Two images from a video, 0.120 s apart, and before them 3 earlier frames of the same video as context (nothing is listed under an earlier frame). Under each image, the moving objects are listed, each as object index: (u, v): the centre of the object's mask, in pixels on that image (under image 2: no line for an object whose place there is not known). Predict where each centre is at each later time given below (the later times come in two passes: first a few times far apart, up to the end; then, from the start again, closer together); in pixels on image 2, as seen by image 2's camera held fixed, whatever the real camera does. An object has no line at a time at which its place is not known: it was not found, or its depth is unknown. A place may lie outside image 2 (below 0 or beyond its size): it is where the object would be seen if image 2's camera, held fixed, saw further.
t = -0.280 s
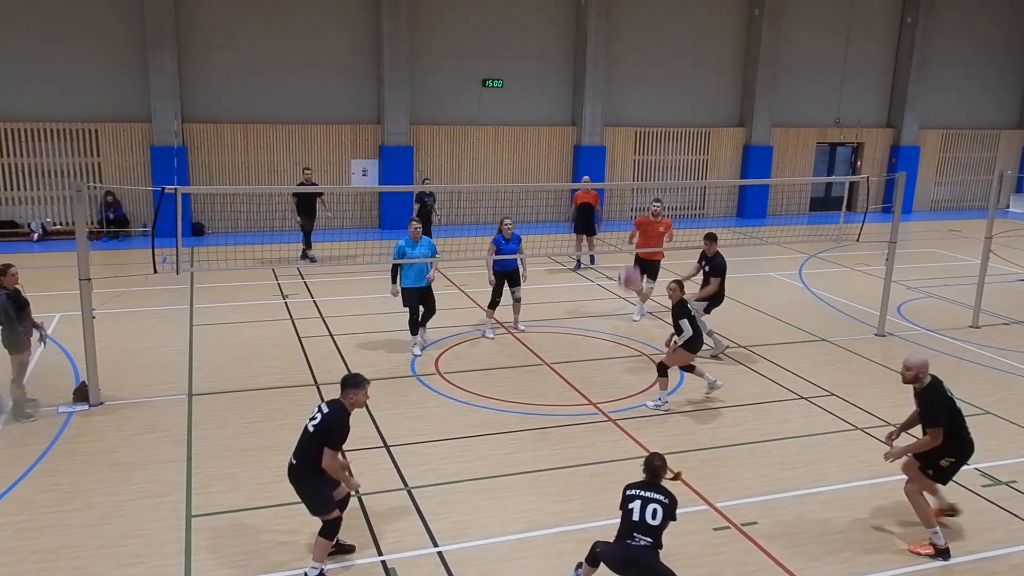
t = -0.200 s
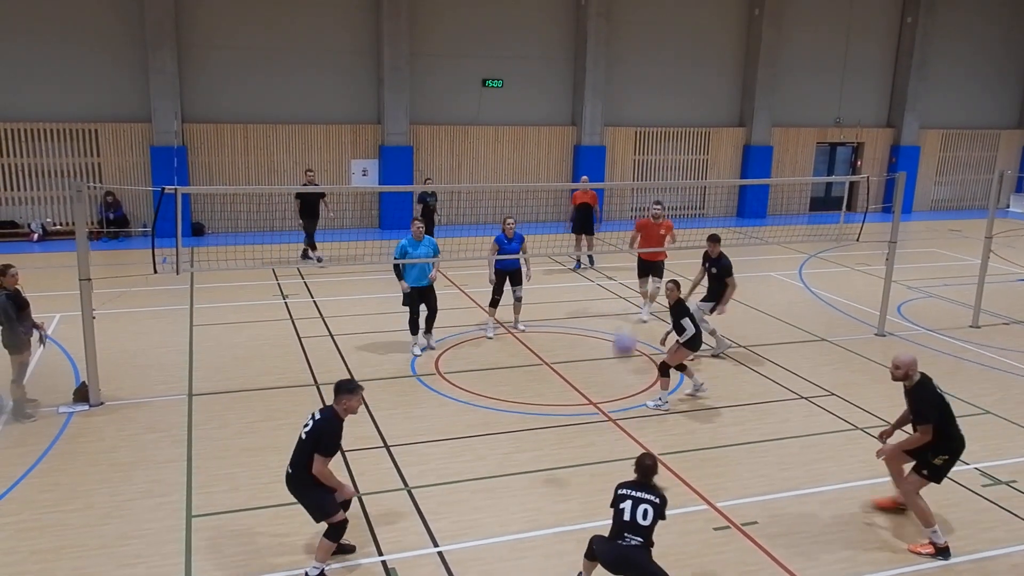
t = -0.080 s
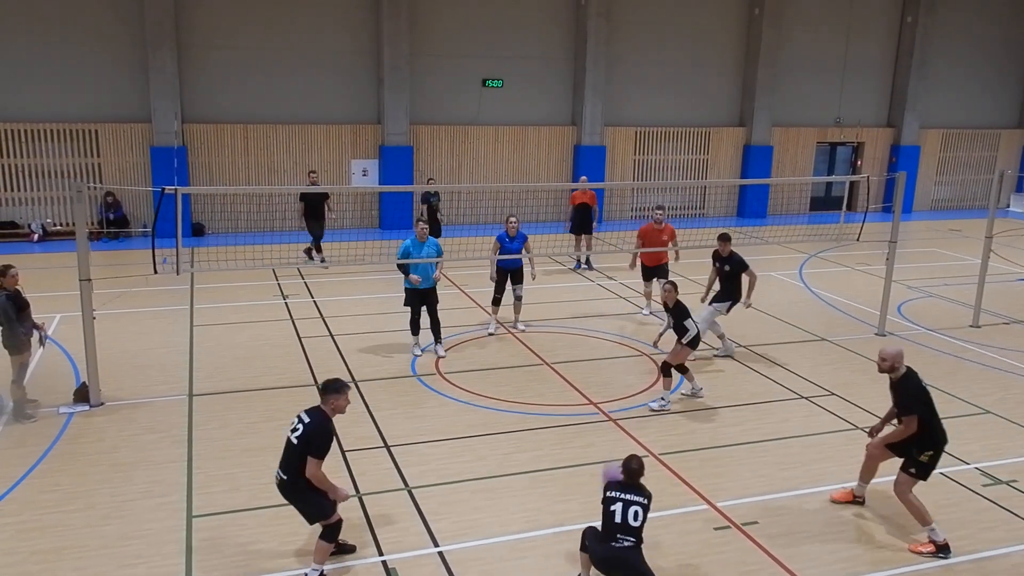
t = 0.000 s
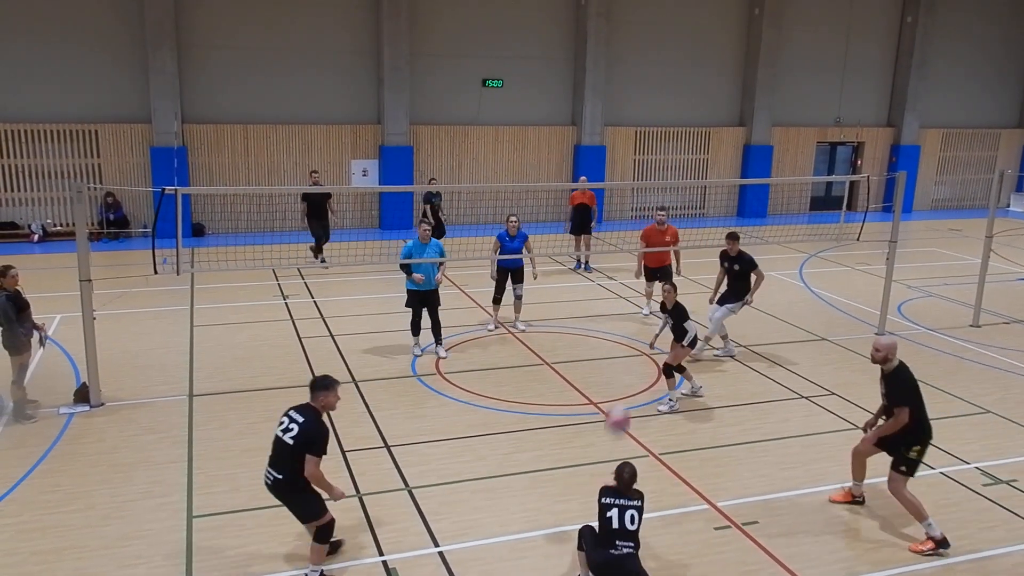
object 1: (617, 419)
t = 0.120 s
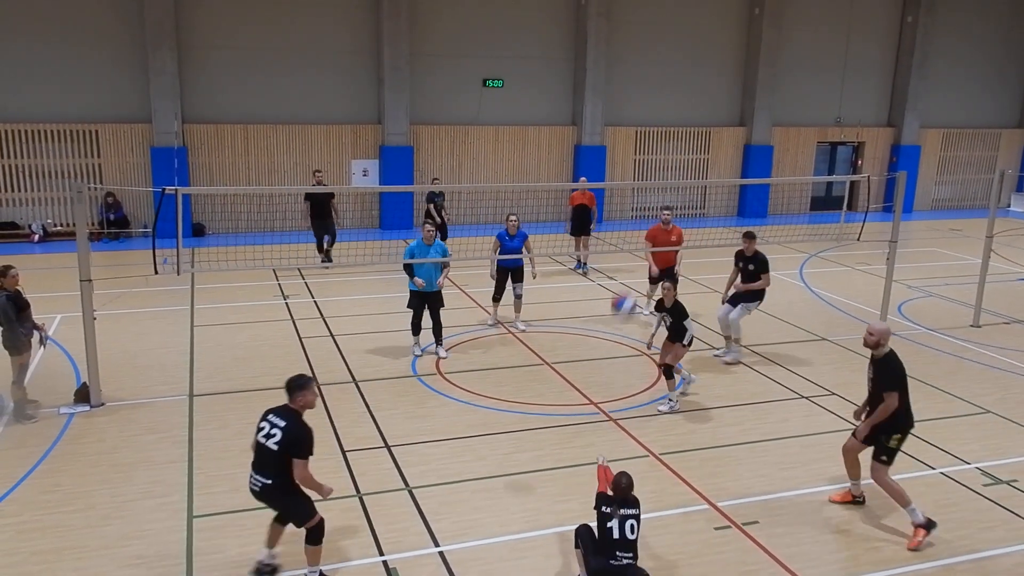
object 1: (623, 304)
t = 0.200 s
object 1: (628, 241)
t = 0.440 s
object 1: (636, 104)
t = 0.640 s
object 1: (637, 50)
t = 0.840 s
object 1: (637, 39)
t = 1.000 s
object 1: (635, 57)
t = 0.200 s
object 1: (628, 241)
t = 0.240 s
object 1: (630, 210)
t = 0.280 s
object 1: (631, 185)
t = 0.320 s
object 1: (631, 161)
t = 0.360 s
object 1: (633, 139)
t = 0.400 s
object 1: (634, 121)
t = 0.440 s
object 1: (636, 104)
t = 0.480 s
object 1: (636, 89)
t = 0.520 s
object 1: (636, 77)
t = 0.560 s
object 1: (637, 66)
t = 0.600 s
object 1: (637, 57)
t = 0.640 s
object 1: (637, 50)
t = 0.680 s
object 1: (638, 44)
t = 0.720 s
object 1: (638, 41)
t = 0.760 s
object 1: (638, 38)
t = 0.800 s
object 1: (638, 38)
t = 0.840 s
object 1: (637, 39)
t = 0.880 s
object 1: (636, 42)
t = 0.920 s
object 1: (637, 45)
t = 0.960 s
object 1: (636, 51)
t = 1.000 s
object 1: (635, 57)
